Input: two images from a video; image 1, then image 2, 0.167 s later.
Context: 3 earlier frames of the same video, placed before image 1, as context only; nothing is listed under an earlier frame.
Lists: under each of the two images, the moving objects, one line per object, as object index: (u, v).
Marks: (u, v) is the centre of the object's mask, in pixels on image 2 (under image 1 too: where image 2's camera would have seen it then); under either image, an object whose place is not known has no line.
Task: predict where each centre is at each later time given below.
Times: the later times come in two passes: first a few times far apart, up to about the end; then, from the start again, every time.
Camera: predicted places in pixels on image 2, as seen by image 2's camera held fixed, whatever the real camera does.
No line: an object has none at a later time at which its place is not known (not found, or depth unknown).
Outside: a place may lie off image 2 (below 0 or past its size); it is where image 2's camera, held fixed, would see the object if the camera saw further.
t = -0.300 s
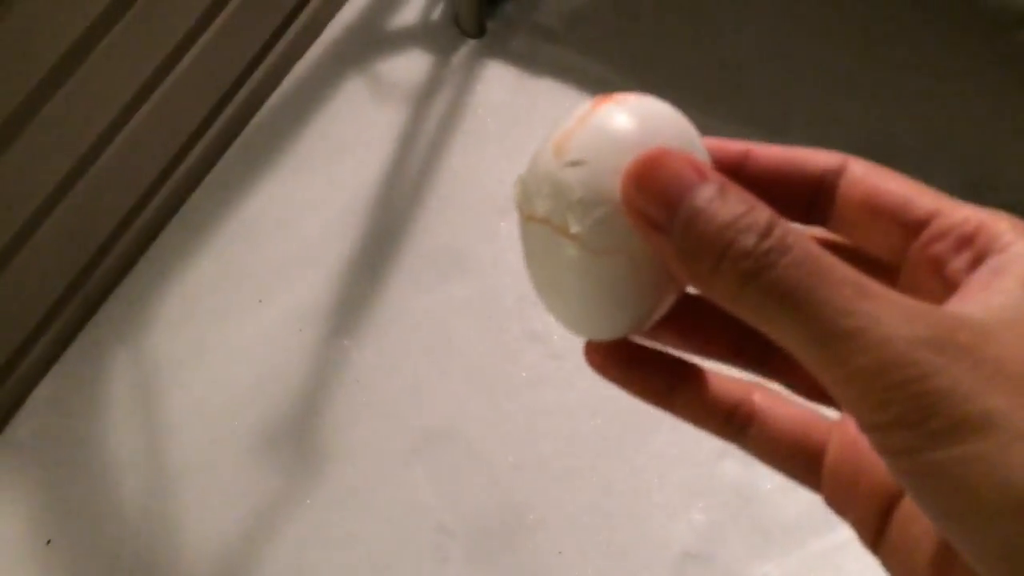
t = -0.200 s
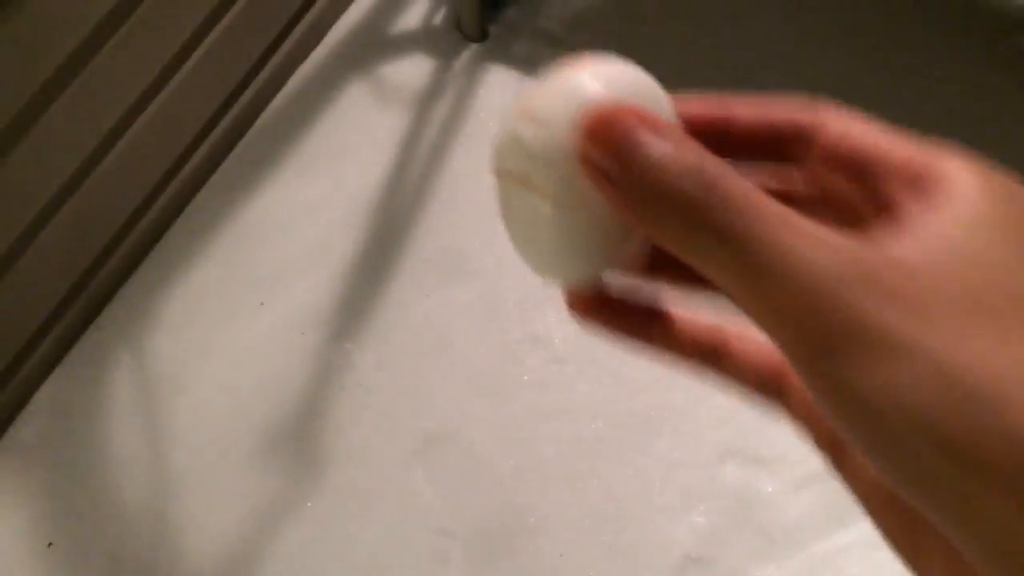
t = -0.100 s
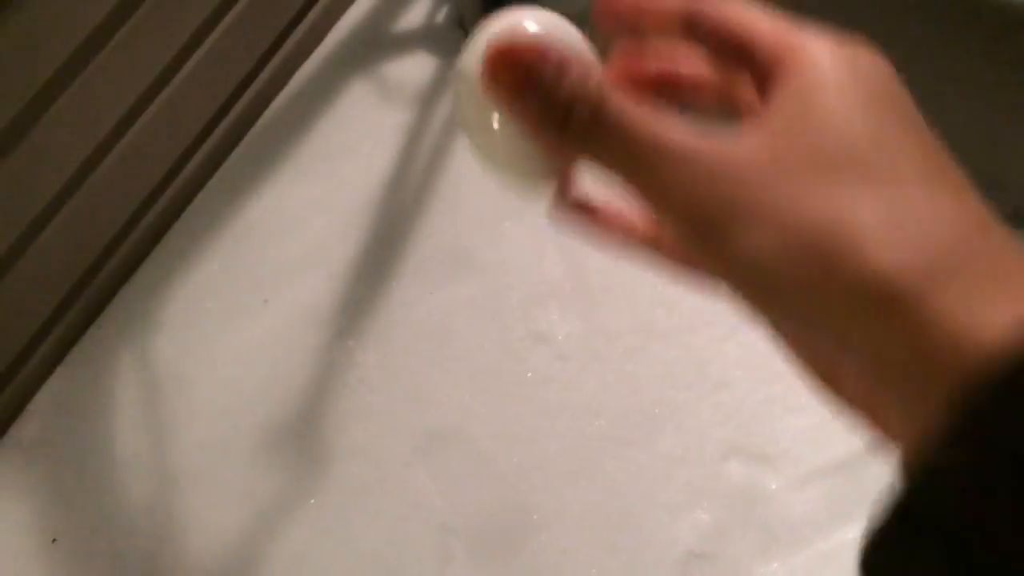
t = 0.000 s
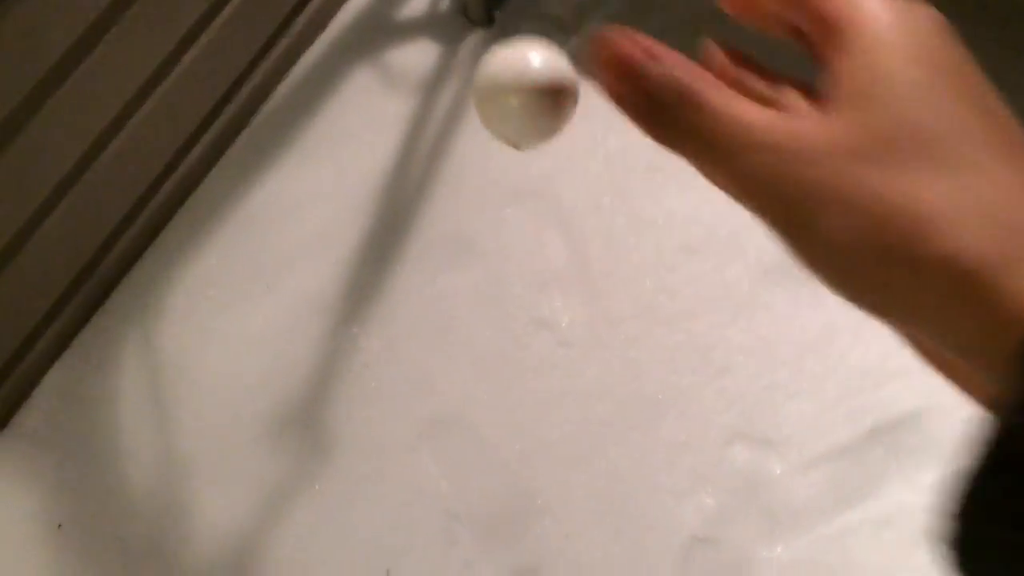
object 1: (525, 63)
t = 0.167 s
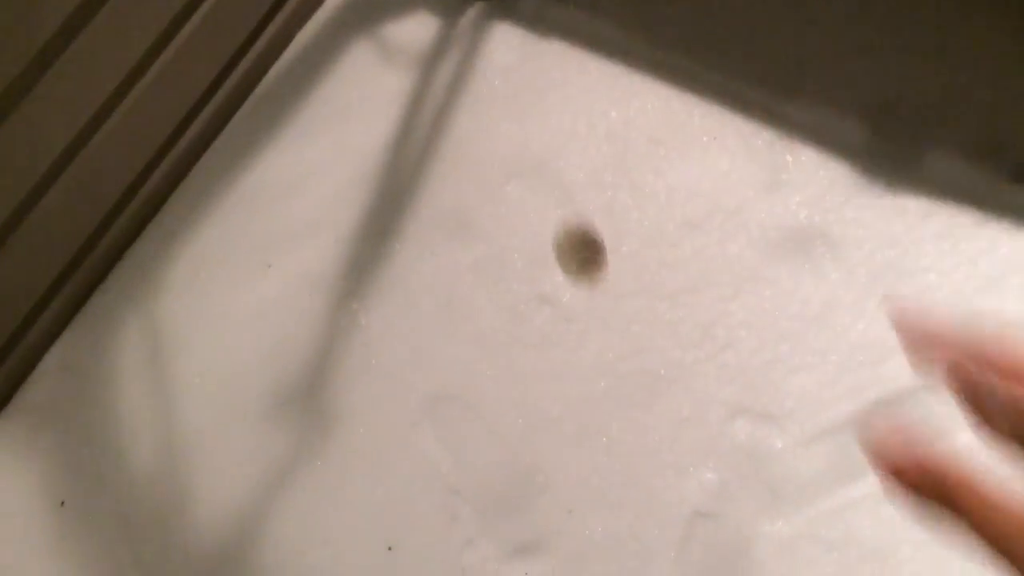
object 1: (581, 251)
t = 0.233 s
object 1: (600, 319)
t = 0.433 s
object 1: (614, 358)
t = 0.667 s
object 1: (614, 359)
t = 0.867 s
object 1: (613, 359)
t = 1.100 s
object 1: (613, 359)
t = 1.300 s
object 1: (613, 358)
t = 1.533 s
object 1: (613, 359)
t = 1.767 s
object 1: (613, 359)
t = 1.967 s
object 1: (613, 359)
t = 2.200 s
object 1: (614, 359)
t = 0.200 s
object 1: (590, 283)
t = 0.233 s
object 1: (600, 319)
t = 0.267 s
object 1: (609, 351)
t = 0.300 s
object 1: (615, 370)
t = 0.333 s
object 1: (610, 361)
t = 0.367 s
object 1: (614, 359)
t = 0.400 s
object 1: (615, 358)
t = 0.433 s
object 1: (614, 358)
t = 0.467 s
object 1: (614, 359)
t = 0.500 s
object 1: (615, 359)
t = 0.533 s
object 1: (614, 359)
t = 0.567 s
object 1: (614, 359)
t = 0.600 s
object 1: (614, 359)
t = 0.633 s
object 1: (614, 359)
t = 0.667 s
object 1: (614, 359)
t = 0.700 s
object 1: (614, 359)
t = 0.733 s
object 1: (613, 358)
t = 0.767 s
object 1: (613, 359)
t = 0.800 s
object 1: (613, 359)
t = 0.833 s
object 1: (613, 358)
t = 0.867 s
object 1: (613, 359)
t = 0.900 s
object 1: (613, 359)
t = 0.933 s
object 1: (613, 359)
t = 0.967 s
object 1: (613, 358)
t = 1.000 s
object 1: (613, 359)
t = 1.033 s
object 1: (613, 358)
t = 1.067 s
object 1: (613, 358)
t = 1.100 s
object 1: (613, 359)
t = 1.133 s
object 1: (613, 359)
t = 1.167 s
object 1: (613, 359)
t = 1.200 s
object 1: (613, 358)
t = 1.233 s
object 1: (613, 358)
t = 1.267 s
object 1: (613, 358)
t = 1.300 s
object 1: (613, 358)
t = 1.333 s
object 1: (613, 358)
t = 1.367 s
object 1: (613, 358)
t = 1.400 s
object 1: (613, 358)
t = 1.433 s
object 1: (613, 358)
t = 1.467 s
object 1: (613, 358)
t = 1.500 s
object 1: (613, 358)
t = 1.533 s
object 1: (613, 359)
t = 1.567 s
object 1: (613, 359)
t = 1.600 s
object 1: (613, 359)
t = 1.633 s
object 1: (613, 358)
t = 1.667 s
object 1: (613, 359)
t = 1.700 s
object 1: (613, 359)
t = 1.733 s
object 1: (614, 360)
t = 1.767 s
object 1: (613, 359)
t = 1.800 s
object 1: (613, 359)
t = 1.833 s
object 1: (613, 359)
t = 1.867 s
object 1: (613, 359)
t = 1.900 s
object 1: (613, 359)
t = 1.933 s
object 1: (613, 359)
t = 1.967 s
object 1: (613, 359)
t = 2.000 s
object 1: (613, 359)
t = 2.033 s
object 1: (613, 359)
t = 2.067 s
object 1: (613, 359)
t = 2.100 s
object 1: (614, 360)
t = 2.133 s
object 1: (614, 360)
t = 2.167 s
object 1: (614, 360)
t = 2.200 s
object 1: (614, 359)
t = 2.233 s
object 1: (614, 360)
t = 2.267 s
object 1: (614, 359)
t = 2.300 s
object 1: (614, 359)
